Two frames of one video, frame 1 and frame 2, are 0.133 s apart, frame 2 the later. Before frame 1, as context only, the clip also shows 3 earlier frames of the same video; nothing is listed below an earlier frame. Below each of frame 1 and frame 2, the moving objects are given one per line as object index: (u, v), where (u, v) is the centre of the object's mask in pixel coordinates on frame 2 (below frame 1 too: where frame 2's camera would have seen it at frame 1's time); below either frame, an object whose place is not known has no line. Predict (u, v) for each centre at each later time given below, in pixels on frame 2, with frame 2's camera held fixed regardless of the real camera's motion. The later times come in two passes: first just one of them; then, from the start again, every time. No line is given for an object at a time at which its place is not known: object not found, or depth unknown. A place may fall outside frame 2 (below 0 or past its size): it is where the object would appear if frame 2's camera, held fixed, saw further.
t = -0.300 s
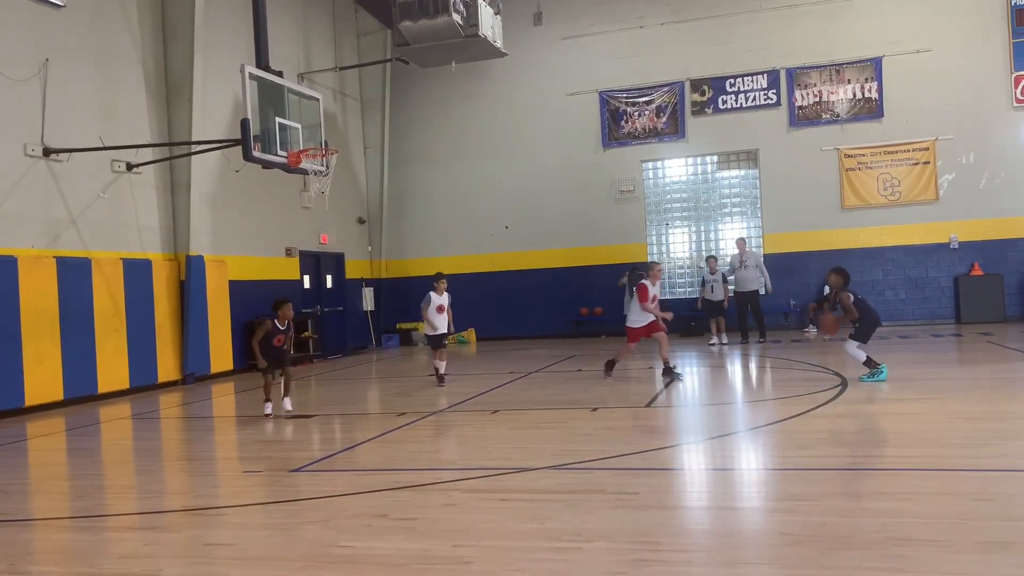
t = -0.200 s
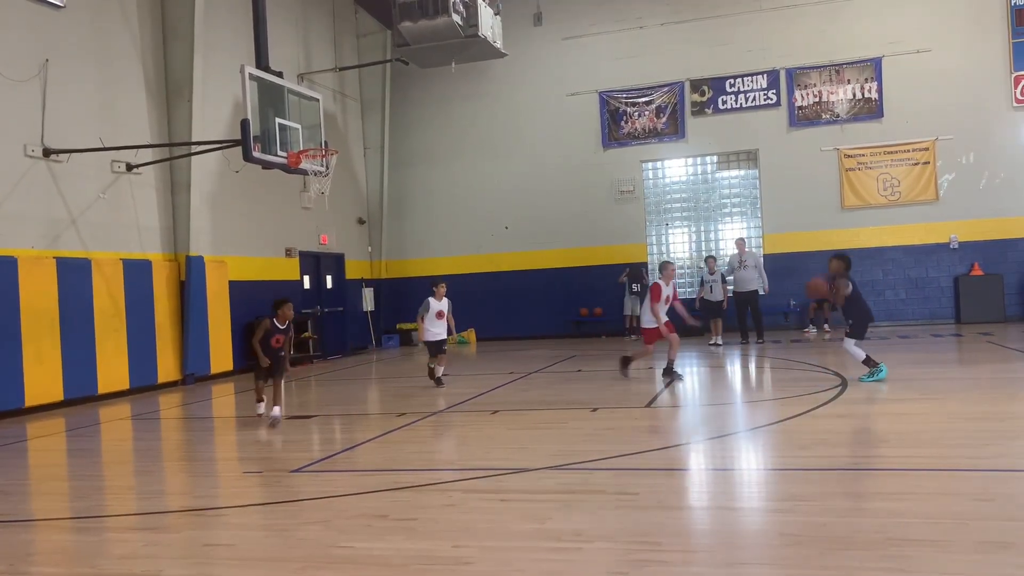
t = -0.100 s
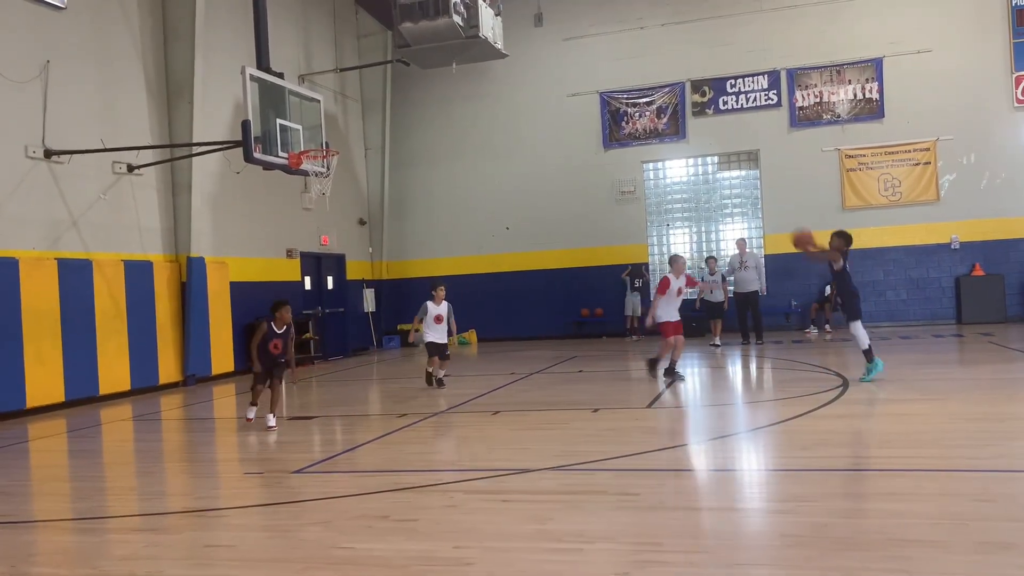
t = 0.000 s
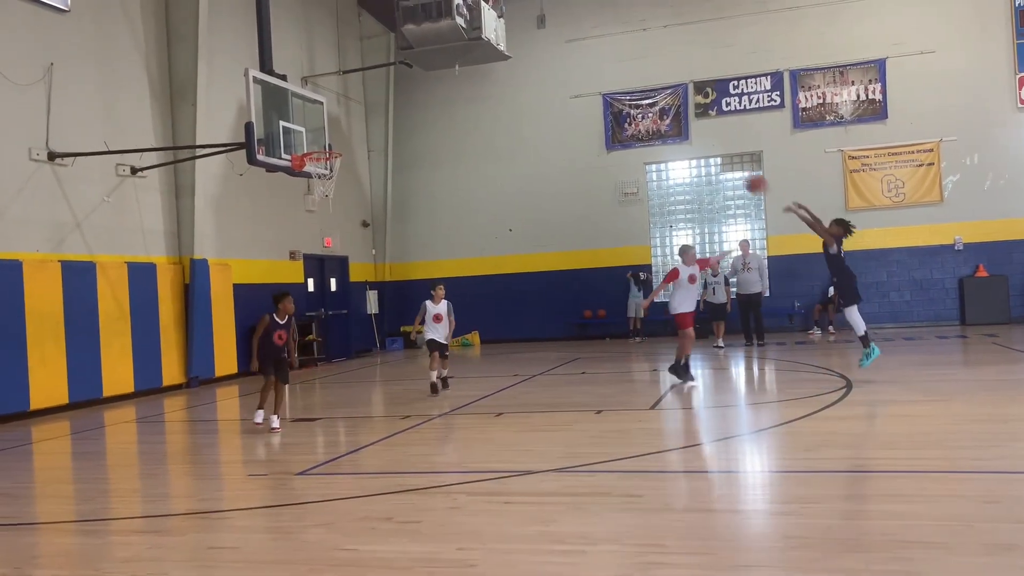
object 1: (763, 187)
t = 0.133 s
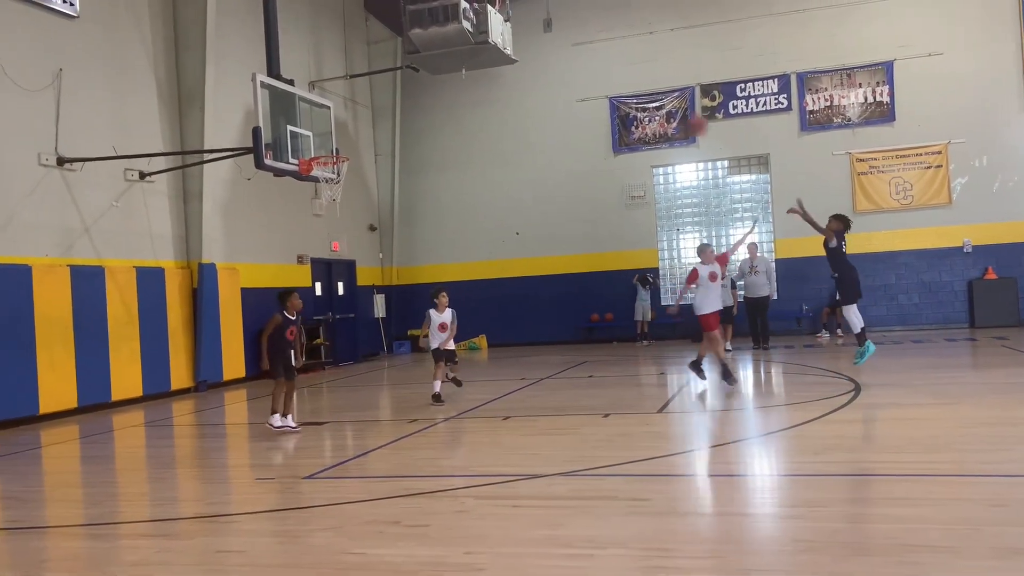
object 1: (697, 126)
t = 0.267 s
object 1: (636, 82)
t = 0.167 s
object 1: (682, 112)
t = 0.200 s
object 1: (666, 100)
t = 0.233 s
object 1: (650, 90)
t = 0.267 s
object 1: (636, 82)
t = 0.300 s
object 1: (621, 74)
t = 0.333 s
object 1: (607, 67)
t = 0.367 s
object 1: (594, 61)
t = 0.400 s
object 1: (580, 55)
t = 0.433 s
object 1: (567, 52)
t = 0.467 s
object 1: (554, 49)
